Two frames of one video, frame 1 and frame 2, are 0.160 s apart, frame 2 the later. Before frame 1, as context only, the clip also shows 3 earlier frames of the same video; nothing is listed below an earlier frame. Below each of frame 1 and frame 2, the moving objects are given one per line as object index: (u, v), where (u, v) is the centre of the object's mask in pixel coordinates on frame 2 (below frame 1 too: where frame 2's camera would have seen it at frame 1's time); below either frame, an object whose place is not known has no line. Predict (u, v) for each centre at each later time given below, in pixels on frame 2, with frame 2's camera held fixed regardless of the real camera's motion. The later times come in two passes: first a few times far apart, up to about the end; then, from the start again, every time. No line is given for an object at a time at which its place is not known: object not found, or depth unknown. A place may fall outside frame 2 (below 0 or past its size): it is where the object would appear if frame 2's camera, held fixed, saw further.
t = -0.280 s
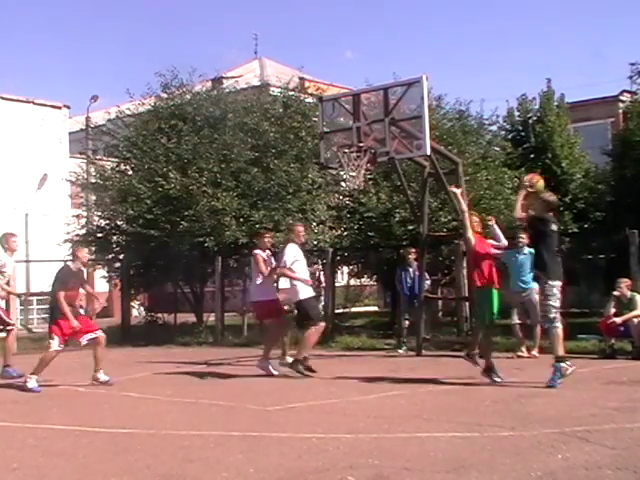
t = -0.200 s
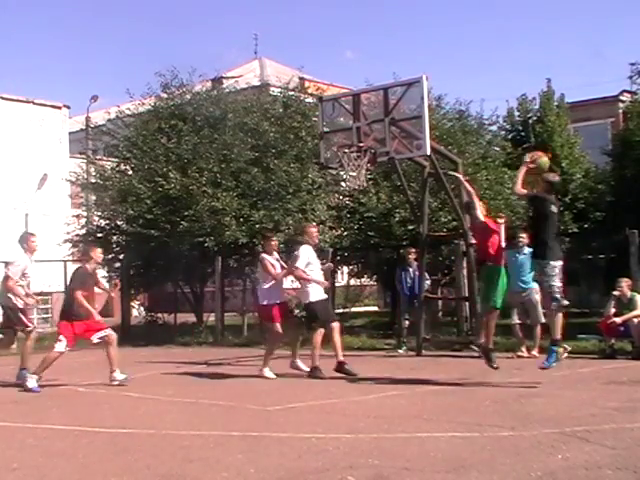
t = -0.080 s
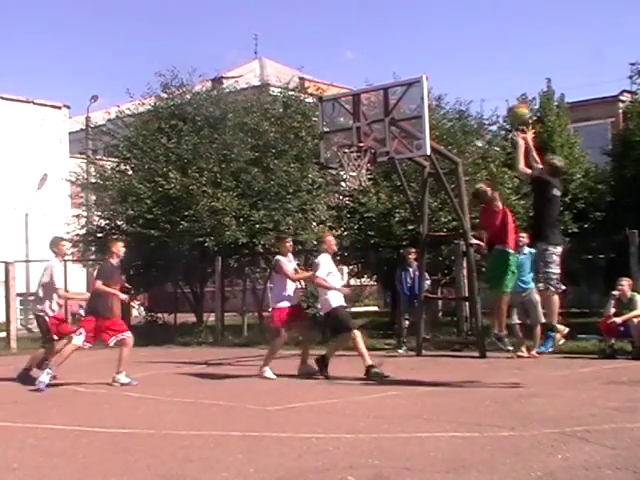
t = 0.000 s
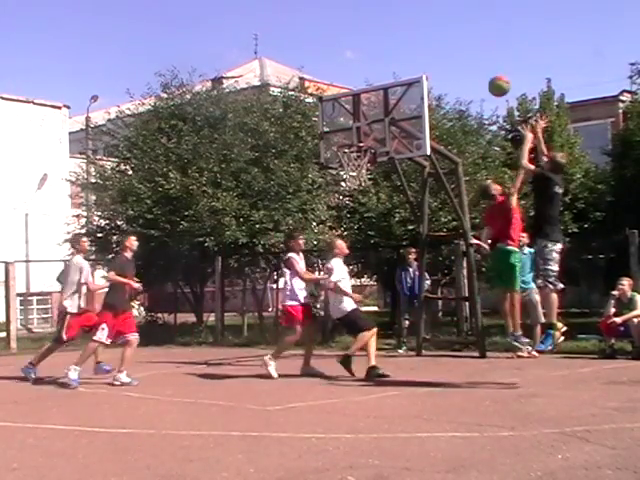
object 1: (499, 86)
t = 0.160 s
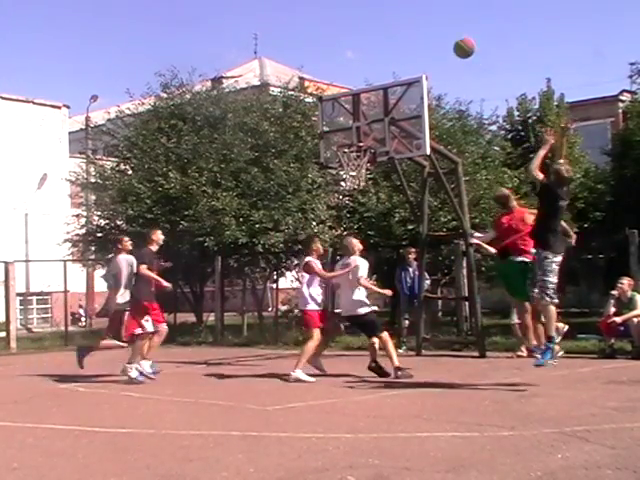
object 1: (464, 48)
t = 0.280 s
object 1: (440, 35)
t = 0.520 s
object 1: (398, 45)
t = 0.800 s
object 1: (357, 107)
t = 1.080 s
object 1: (360, 145)
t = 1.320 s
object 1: (344, 165)
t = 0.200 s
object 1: (456, 42)
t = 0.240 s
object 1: (448, 38)
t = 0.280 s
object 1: (440, 35)
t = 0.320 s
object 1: (433, 34)
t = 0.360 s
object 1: (426, 33)
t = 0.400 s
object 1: (419, 34)
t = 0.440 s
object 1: (412, 37)
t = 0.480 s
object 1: (405, 40)
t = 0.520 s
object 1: (398, 45)
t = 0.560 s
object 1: (392, 51)
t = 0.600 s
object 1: (386, 58)
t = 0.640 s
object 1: (380, 66)
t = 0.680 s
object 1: (374, 75)
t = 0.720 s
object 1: (368, 84)
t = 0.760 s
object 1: (364, 95)
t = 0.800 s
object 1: (357, 107)
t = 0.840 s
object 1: (351, 120)
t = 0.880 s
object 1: (348, 135)
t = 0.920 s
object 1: (346, 142)
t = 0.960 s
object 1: (348, 142)
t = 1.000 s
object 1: (353, 144)
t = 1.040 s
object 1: (361, 146)
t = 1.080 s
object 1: (360, 145)
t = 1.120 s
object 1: (361, 149)
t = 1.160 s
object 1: (360, 151)
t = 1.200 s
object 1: (358, 153)
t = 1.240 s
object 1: (349, 159)
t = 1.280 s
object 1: (346, 162)
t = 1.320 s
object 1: (344, 165)
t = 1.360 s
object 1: (342, 168)
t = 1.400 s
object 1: (337, 181)
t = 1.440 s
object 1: (336, 185)
